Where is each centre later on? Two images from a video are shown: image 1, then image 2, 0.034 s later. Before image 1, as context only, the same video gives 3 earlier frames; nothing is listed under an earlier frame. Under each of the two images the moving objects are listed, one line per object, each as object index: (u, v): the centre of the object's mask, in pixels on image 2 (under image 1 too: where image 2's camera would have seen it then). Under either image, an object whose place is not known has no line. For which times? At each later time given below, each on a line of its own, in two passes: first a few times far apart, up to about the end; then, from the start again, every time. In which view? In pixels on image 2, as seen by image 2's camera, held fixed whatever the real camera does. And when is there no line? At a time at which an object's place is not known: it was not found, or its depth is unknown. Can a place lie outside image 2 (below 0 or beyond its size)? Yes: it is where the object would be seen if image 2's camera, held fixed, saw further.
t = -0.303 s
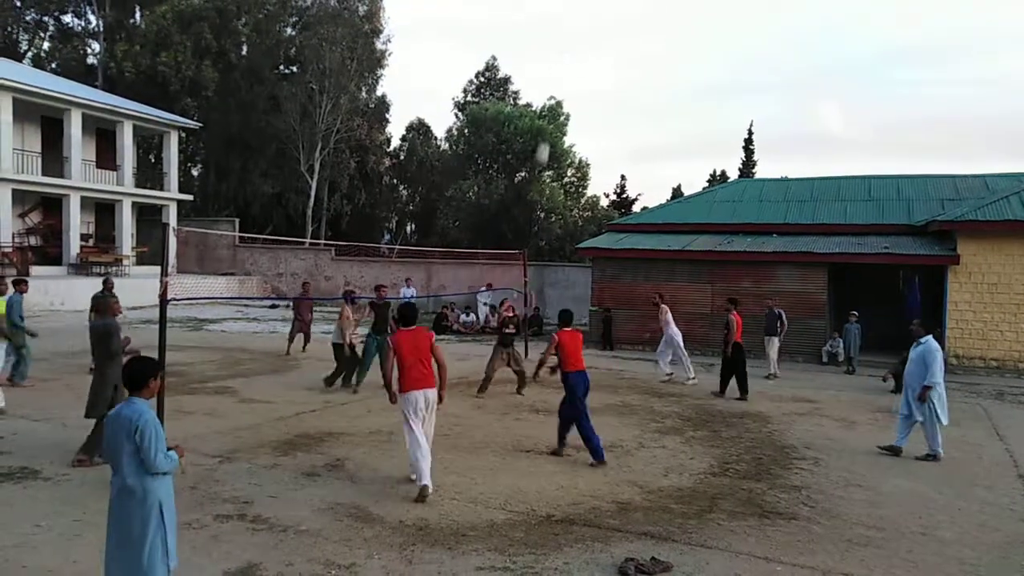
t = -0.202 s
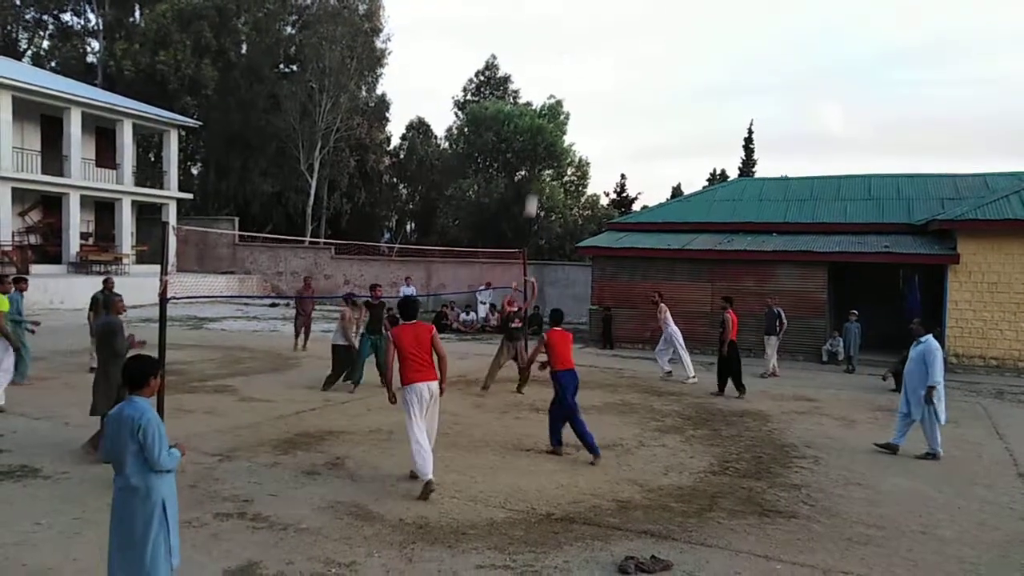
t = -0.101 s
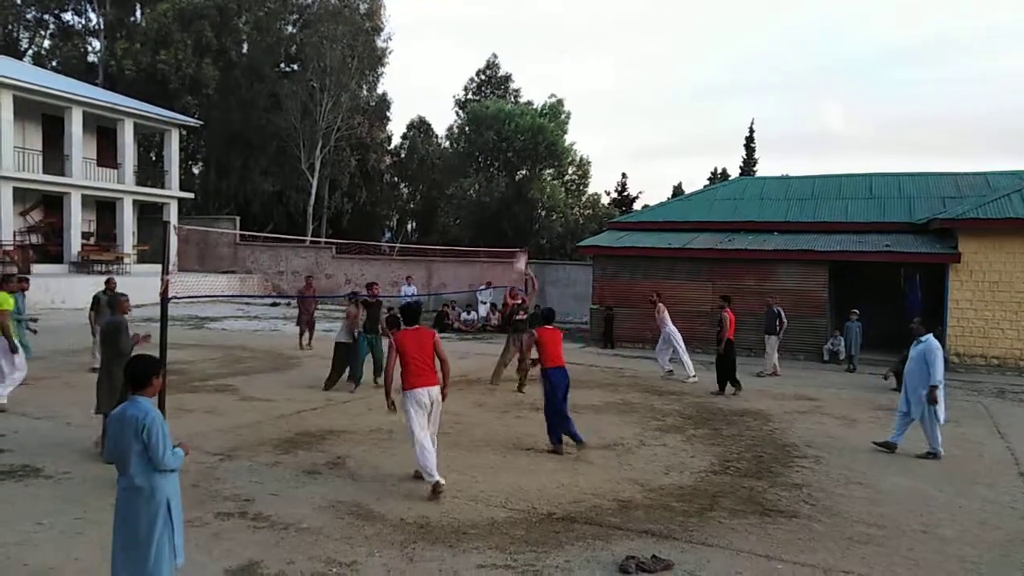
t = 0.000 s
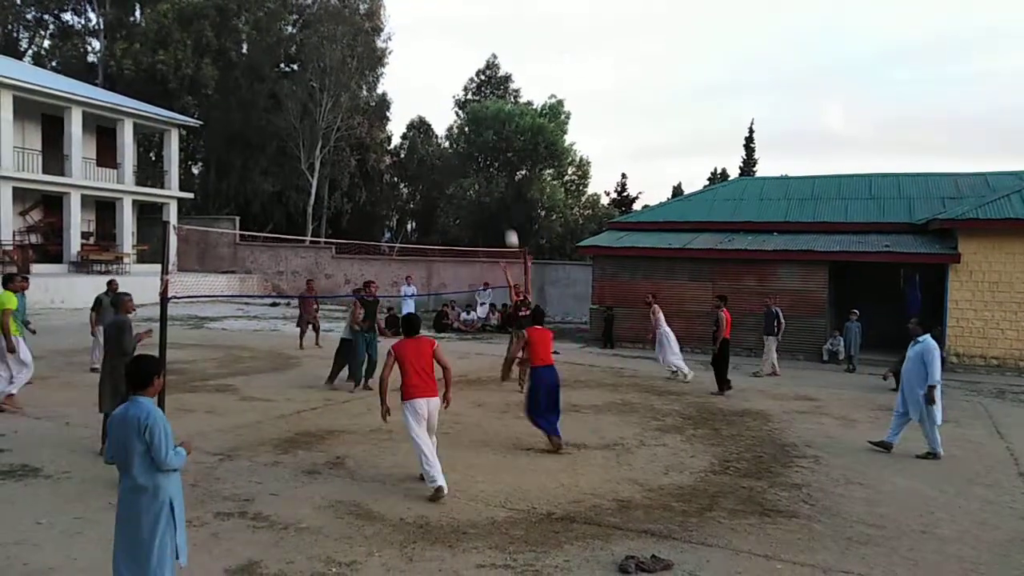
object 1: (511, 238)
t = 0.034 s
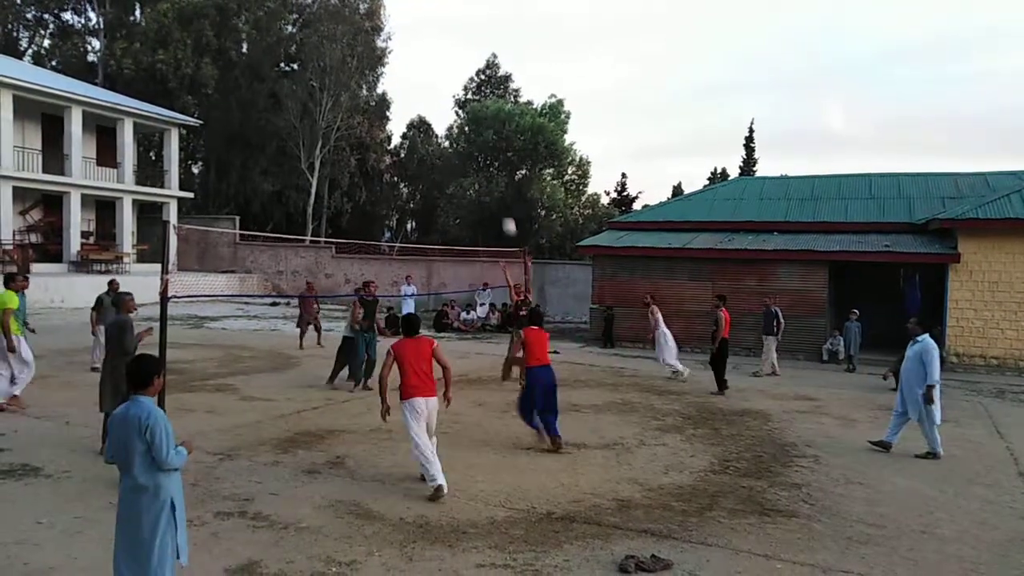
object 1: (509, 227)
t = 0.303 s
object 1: (489, 152)
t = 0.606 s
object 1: (467, 121)
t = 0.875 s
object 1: (445, 143)
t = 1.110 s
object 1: (425, 202)
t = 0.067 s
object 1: (506, 215)
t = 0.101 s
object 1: (504, 204)
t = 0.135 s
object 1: (501, 193)
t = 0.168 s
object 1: (499, 184)
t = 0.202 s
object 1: (497, 175)
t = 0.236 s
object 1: (494, 167)
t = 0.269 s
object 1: (492, 159)
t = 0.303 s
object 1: (489, 152)
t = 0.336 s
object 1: (486, 146)
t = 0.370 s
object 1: (484, 141)
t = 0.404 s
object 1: (481, 136)
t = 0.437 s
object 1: (479, 132)
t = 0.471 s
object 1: (477, 129)
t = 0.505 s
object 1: (474, 126)
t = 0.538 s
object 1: (471, 124)
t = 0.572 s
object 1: (469, 122)
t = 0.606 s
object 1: (467, 121)
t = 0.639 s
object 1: (465, 121)
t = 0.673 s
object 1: (462, 122)
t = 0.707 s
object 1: (458, 124)
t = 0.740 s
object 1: (456, 126)
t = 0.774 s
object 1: (454, 129)
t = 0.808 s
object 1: (451, 133)
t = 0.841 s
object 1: (448, 137)
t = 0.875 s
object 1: (445, 143)
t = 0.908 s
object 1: (442, 149)
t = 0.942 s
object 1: (439, 156)
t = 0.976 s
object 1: (436, 163)
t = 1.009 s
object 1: (433, 172)
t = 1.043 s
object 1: (430, 181)
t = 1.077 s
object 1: (427, 191)
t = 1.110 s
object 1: (425, 202)
